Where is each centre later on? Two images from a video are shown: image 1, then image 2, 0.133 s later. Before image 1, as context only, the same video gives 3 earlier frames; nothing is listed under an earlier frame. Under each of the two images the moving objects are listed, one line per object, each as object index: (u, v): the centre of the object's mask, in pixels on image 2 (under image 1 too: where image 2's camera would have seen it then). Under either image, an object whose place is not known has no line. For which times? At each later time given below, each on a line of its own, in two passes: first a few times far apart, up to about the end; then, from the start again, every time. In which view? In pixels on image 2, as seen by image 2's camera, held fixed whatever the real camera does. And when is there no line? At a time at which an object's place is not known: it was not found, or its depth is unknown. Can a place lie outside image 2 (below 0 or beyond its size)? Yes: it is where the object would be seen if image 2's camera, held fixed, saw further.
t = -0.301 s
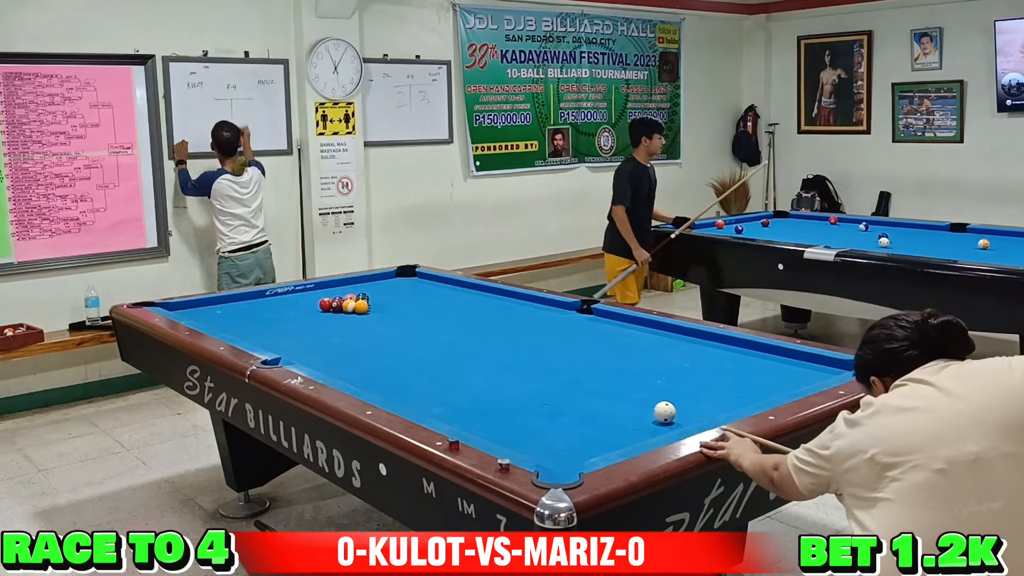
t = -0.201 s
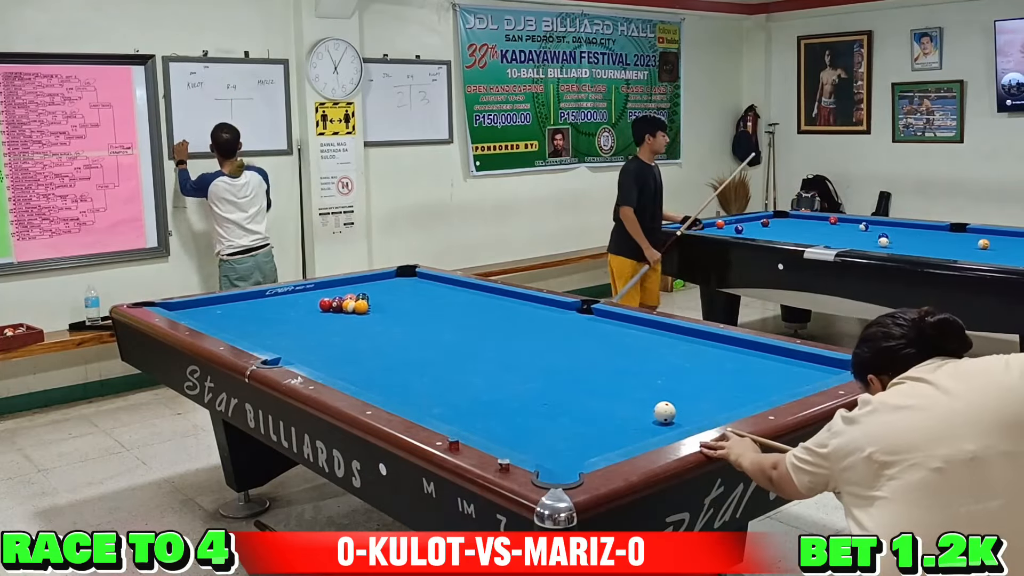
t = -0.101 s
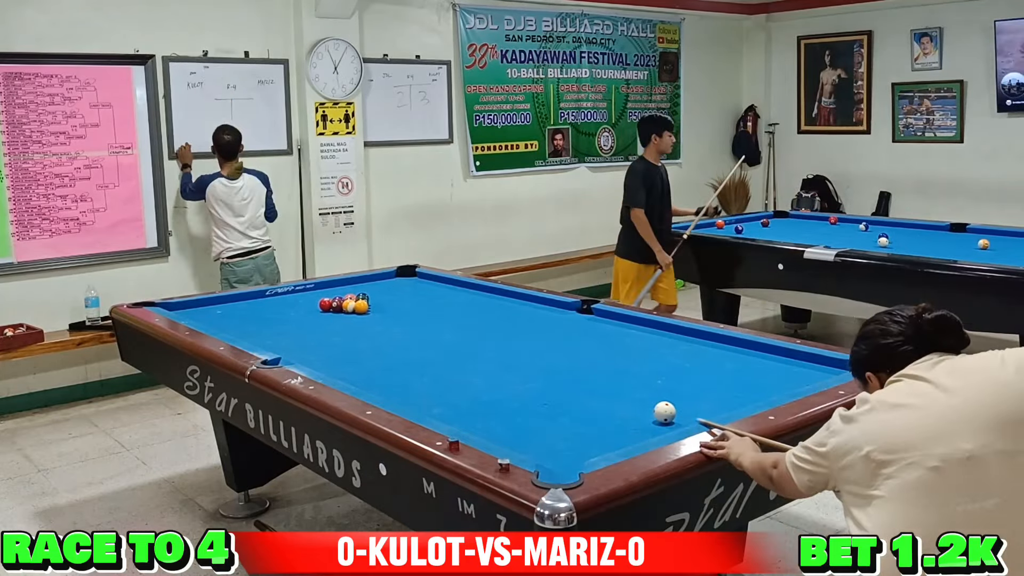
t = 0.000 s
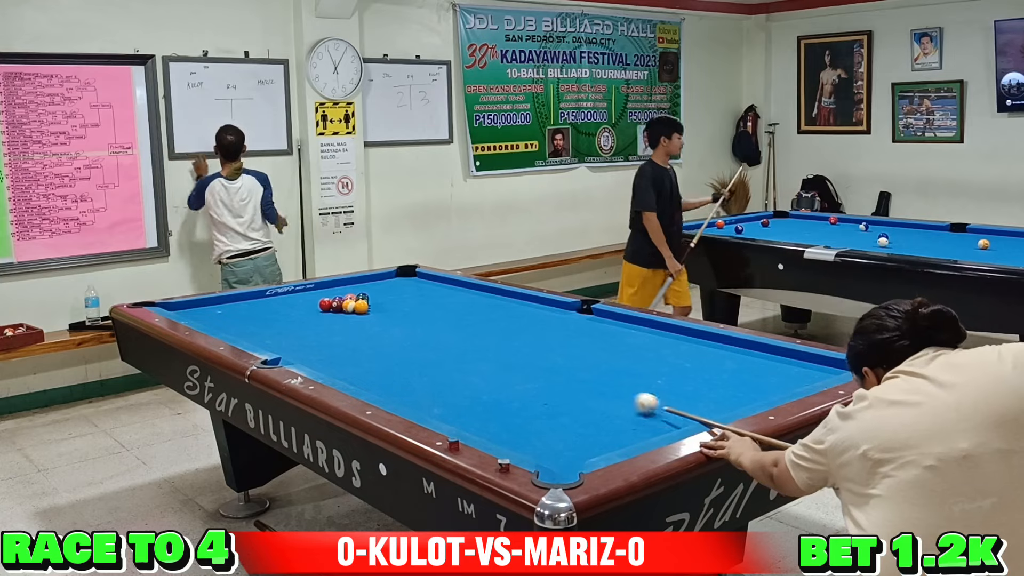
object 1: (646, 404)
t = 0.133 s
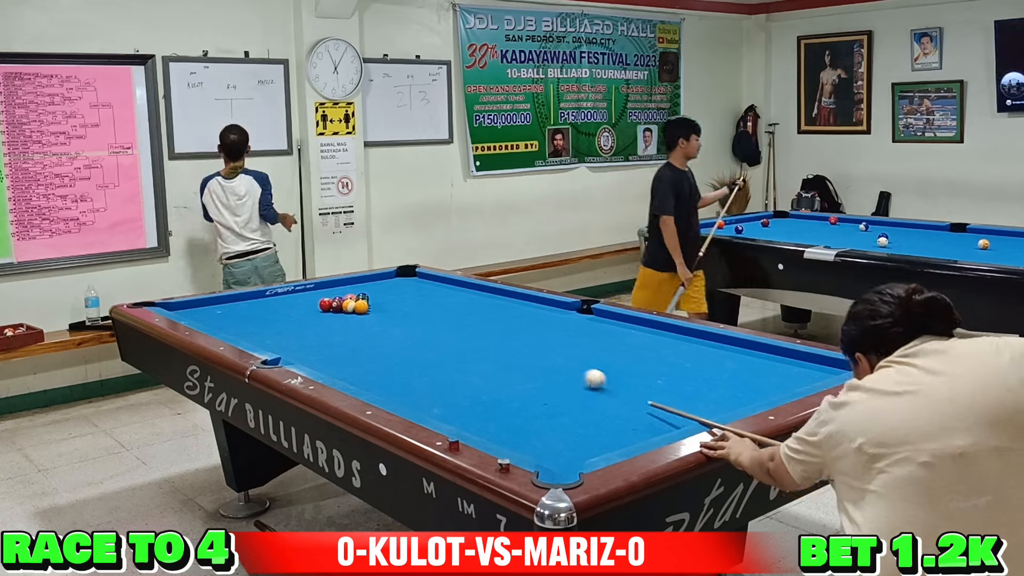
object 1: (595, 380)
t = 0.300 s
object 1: (545, 356)
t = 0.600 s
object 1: (480, 324)
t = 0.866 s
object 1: (433, 301)
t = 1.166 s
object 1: (392, 282)
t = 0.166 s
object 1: (584, 374)
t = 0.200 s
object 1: (573, 369)
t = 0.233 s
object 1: (564, 365)
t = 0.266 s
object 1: (555, 360)
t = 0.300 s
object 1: (545, 356)
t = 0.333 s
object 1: (536, 351)
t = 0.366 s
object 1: (528, 347)
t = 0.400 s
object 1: (520, 343)
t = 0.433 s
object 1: (512, 339)
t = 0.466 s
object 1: (504, 336)
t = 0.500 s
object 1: (497, 332)
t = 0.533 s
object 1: (490, 329)
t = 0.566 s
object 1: (483, 326)
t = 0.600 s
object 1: (480, 324)
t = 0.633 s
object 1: (473, 321)
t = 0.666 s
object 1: (467, 318)
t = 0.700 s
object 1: (461, 315)
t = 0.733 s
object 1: (455, 312)
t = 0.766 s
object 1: (449, 309)
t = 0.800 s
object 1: (444, 307)
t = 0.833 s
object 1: (438, 304)
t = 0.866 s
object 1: (433, 301)
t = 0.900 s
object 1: (428, 299)
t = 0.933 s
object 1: (423, 297)
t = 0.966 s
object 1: (418, 295)
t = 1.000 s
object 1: (413, 292)
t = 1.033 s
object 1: (409, 290)
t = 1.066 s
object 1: (405, 288)
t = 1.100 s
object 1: (400, 286)
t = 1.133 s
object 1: (396, 284)
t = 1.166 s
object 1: (392, 282)
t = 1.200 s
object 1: (388, 280)
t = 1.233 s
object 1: (384, 278)
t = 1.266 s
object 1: (380, 276)
